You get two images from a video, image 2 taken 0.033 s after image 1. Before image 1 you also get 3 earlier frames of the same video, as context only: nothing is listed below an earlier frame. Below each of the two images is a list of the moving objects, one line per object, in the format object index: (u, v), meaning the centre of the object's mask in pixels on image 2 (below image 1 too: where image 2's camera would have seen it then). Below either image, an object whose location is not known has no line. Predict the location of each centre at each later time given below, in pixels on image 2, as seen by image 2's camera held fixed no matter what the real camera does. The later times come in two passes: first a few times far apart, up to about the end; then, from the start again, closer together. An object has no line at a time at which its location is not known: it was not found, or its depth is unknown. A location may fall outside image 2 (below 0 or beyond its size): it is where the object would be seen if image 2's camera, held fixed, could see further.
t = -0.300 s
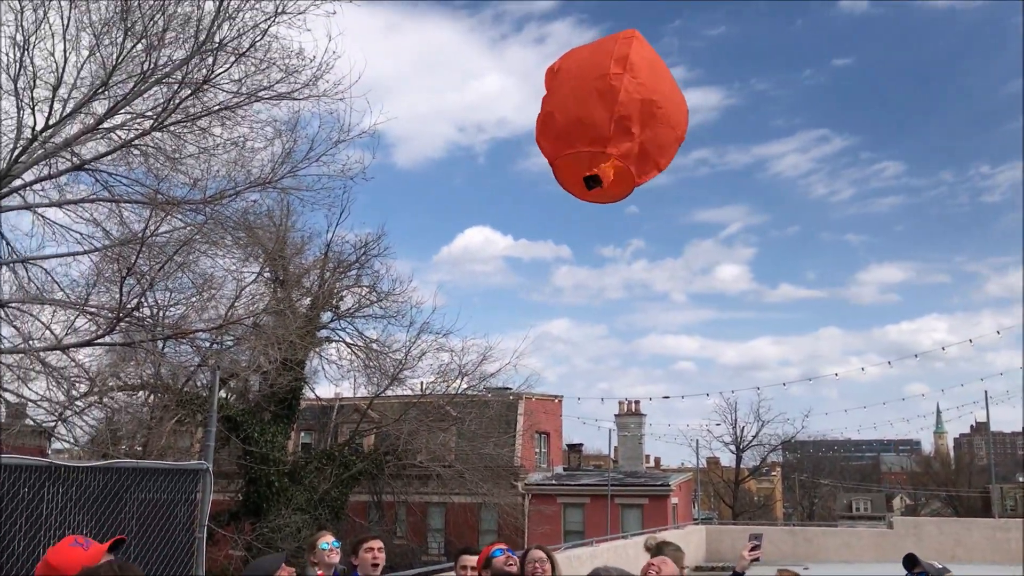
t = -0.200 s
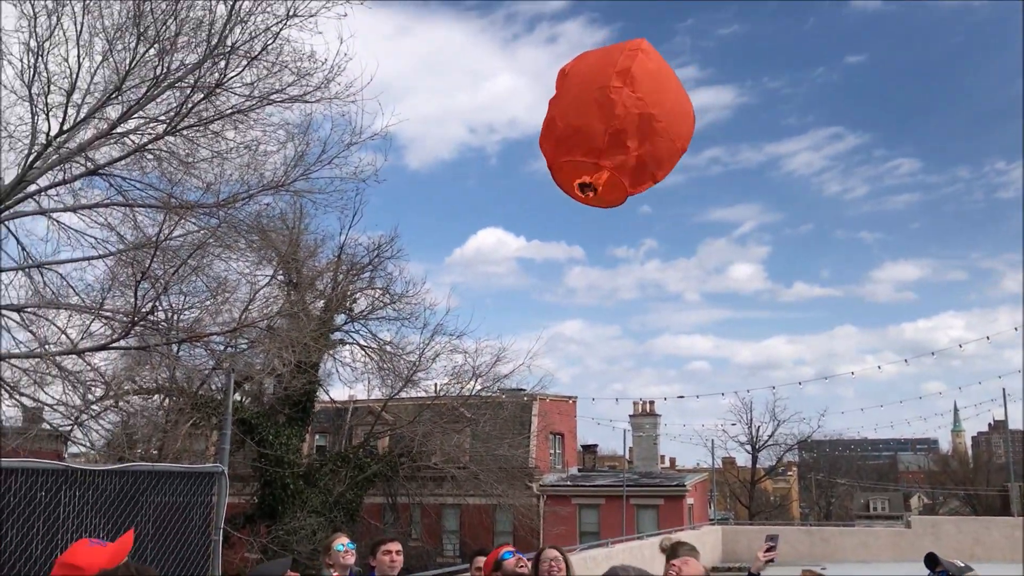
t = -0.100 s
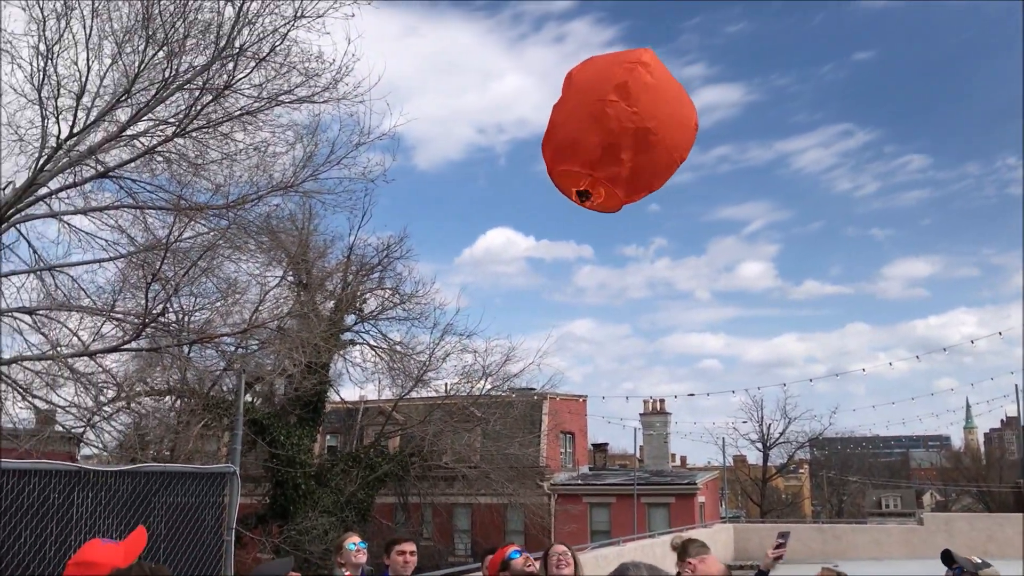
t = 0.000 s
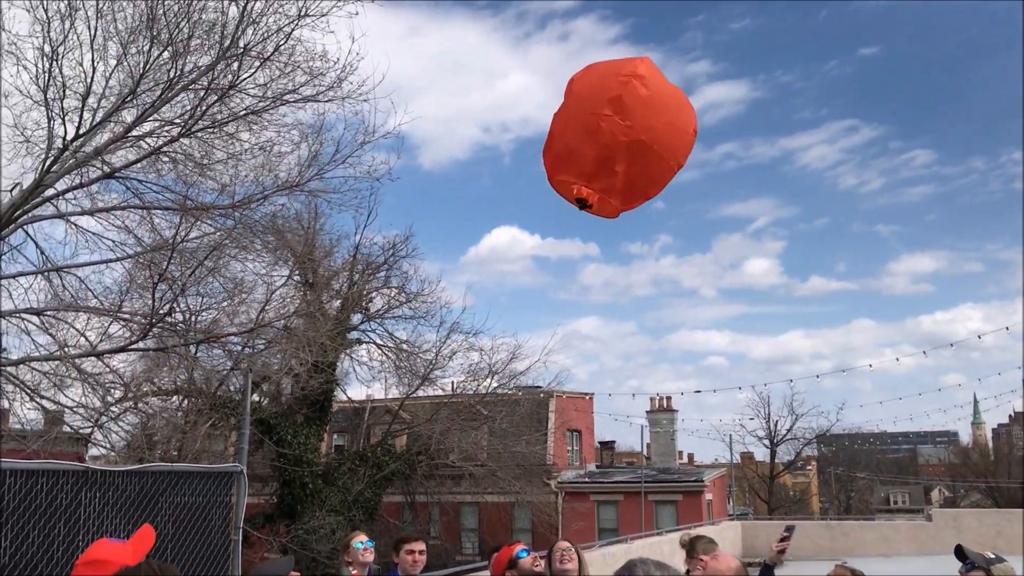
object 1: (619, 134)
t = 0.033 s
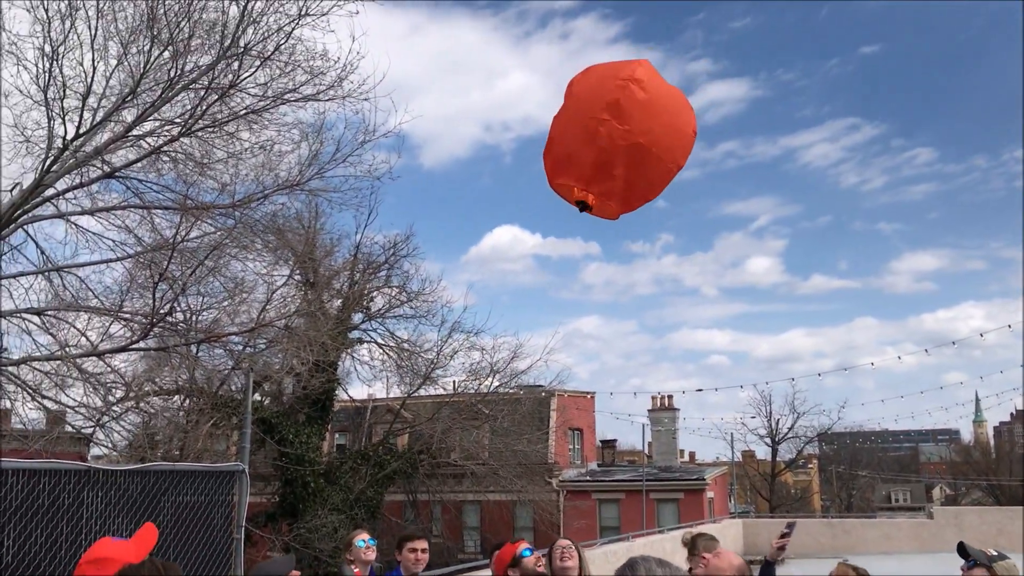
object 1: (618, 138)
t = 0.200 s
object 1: (614, 157)
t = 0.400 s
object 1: (616, 175)
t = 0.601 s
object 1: (621, 189)
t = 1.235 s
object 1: (656, 184)
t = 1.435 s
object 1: (658, 167)
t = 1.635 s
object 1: (652, 146)
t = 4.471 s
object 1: (389, 90)
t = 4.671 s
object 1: (397, 88)
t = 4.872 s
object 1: (407, 87)
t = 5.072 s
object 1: (419, 88)
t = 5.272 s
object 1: (434, 91)
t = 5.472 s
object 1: (448, 95)
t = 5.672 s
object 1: (460, 101)
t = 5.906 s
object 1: (471, 108)
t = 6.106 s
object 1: (477, 113)
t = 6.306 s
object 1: (480, 114)
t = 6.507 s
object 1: (481, 111)
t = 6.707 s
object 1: (481, 105)
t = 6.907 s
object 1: (480, 100)
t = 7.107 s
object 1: (478, 94)
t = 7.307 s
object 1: (474, 84)
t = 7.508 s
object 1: (468, 74)
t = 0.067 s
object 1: (616, 142)
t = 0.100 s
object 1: (615, 146)
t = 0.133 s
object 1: (615, 149)
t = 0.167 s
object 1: (614, 153)
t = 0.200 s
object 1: (614, 157)
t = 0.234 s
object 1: (613, 160)
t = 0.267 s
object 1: (614, 163)
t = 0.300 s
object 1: (615, 167)
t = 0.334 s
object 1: (615, 169)
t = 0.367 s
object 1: (615, 172)
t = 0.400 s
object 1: (616, 175)
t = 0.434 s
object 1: (616, 178)
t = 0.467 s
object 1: (617, 180)
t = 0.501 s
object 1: (618, 183)
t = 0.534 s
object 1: (618, 185)
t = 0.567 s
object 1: (620, 187)
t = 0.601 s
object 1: (621, 189)
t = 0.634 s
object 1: (622, 190)
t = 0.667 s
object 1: (624, 192)
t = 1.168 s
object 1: (653, 188)
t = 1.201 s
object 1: (654, 187)
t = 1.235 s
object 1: (656, 184)
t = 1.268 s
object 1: (656, 182)
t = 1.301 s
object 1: (657, 179)
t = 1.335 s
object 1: (658, 176)
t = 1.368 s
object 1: (658, 173)
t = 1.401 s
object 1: (659, 170)
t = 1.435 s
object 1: (658, 167)
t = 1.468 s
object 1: (658, 164)
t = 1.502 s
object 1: (657, 160)
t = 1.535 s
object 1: (656, 157)
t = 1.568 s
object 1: (655, 153)
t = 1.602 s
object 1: (653, 149)
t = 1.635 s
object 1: (652, 146)
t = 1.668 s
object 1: (649, 142)
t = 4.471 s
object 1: (389, 90)
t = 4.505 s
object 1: (390, 89)
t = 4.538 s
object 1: (391, 89)
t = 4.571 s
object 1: (393, 89)
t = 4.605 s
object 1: (394, 88)
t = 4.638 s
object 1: (395, 88)
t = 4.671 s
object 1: (397, 88)
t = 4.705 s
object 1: (399, 88)
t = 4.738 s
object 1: (400, 87)
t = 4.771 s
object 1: (402, 87)
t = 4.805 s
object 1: (404, 87)
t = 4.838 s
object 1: (405, 86)
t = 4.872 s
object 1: (407, 87)
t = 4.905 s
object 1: (409, 86)
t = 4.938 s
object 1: (411, 87)
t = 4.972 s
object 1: (413, 87)
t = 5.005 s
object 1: (415, 87)
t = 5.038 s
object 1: (417, 87)
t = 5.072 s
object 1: (419, 88)
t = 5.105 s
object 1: (422, 88)
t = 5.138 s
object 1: (424, 88)
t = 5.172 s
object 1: (426, 89)
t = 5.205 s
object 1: (428, 90)
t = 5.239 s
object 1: (431, 90)
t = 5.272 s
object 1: (434, 91)
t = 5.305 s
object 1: (436, 91)
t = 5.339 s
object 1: (439, 92)
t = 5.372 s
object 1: (441, 93)
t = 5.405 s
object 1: (444, 93)
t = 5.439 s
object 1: (446, 94)
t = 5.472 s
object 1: (448, 95)
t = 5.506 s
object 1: (450, 96)
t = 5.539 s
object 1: (452, 97)
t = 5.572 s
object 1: (454, 98)
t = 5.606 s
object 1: (457, 99)
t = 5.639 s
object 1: (459, 100)
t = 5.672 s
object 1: (460, 101)
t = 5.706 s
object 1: (462, 102)
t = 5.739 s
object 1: (464, 103)
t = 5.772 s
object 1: (465, 104)
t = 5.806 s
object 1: (467, 105)
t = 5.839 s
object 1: (468, 106)
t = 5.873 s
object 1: (470, 108)
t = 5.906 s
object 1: (471, 108)
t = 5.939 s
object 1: (472, 109)
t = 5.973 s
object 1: (473, 110)
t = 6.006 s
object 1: (474, 111)
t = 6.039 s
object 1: (475, 112)
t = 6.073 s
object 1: (476, 113)
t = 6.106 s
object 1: (477, 113)
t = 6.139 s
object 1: (478, 114)
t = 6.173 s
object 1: (478, 114)
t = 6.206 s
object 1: (479, 114)
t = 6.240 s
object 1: (480, 114)
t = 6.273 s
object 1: (480, 114)
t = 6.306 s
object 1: (480, 114)
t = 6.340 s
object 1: (481, 114)
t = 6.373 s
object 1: (481, 113)
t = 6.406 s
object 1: (481, 113)
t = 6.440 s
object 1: (481, 112)
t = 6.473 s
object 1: (481, 112)
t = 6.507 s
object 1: (481, 111)
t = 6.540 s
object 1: (481, 110)
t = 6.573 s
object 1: (481, 109)
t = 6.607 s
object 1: (481, 108)
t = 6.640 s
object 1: (480, 106)
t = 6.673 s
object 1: (481, 106)
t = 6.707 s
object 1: (481, 105)
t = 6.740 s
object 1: (481, 104)
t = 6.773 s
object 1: (480, 104)
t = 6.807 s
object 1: (480, 103)
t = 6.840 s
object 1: (480, 102)
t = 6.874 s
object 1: (480, 101)
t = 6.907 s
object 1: (480, 100)
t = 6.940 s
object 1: (479, 99)
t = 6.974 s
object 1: (479, 98)
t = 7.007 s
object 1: (479, 97)
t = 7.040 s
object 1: (479, 96)
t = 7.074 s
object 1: (478, 95)
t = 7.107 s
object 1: (478, 94)
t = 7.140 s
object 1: (477, 93)
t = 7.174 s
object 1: (477, 91)
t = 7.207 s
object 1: (476, 89)
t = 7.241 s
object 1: (475, 87)
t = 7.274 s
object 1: (474, 86)
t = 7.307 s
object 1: (474, 84)
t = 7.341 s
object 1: (473, 82)
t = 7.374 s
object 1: (472, 80)
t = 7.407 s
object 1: (470, 79)
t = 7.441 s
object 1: (469, 77)
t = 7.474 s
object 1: (469, 75)
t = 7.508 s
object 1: (468, 74)
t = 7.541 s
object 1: (466, 72)
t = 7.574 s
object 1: (466, 70)
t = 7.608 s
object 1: (464, 69)
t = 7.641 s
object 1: (463, 67)
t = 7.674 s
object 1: (462, 65)
